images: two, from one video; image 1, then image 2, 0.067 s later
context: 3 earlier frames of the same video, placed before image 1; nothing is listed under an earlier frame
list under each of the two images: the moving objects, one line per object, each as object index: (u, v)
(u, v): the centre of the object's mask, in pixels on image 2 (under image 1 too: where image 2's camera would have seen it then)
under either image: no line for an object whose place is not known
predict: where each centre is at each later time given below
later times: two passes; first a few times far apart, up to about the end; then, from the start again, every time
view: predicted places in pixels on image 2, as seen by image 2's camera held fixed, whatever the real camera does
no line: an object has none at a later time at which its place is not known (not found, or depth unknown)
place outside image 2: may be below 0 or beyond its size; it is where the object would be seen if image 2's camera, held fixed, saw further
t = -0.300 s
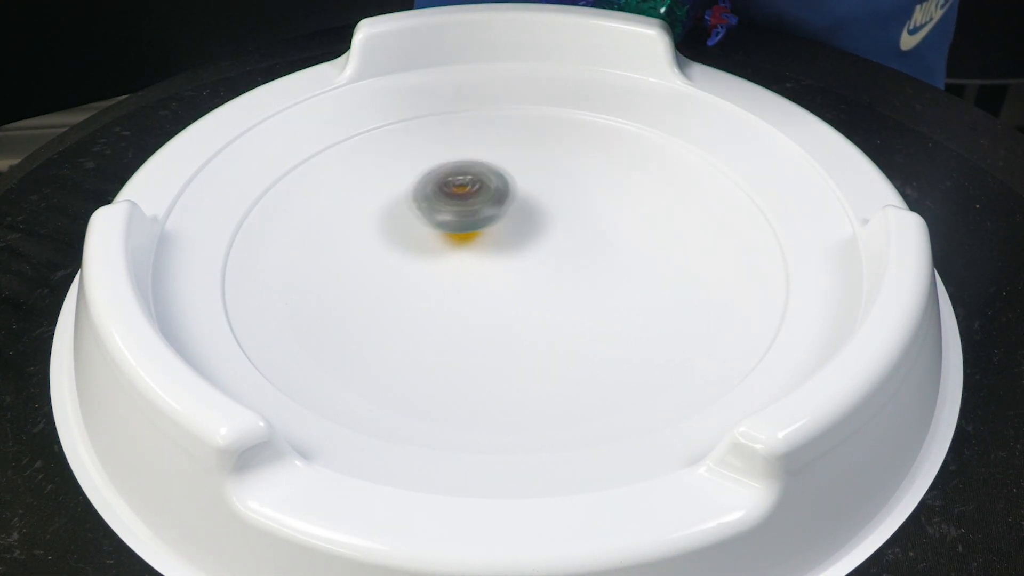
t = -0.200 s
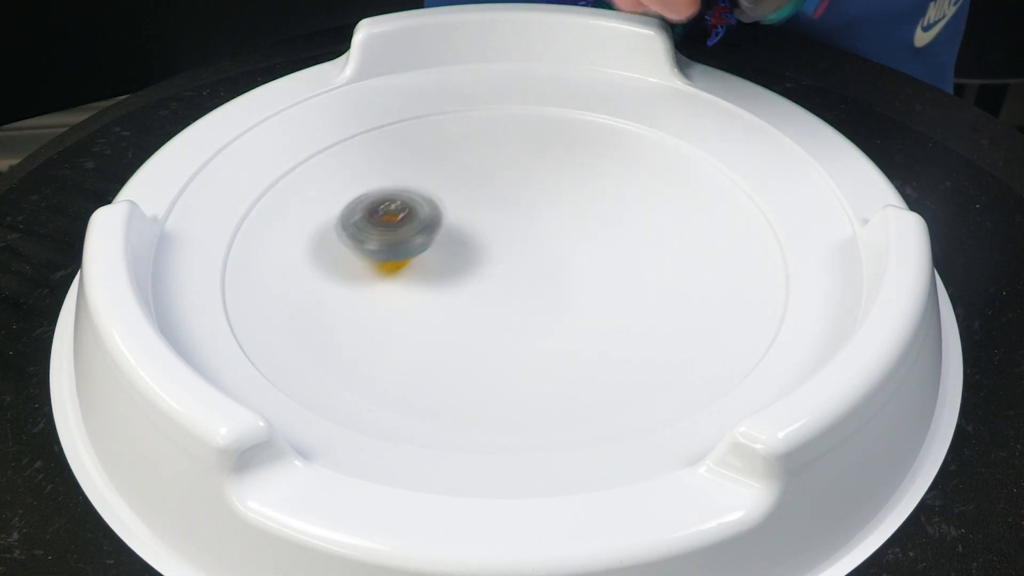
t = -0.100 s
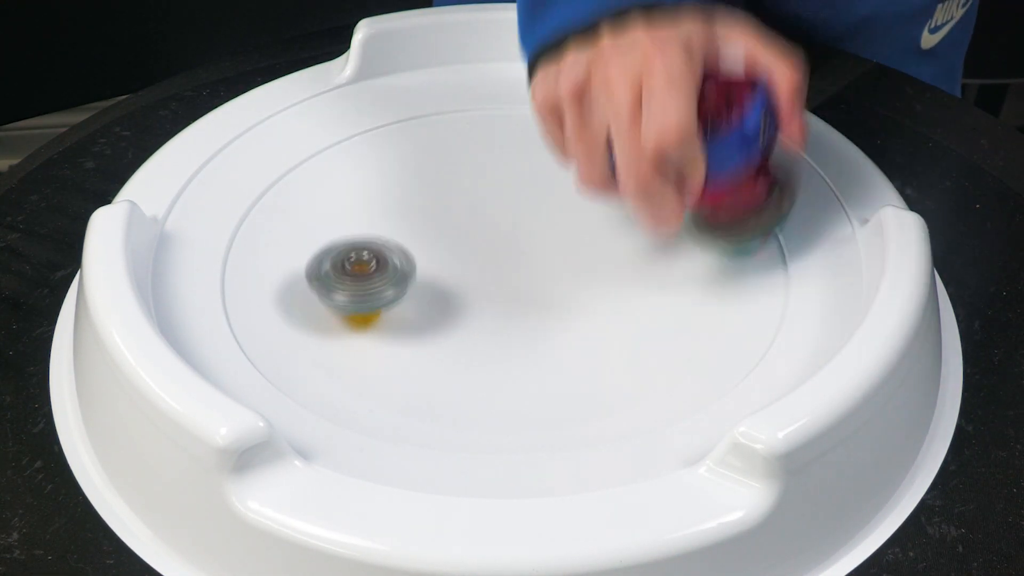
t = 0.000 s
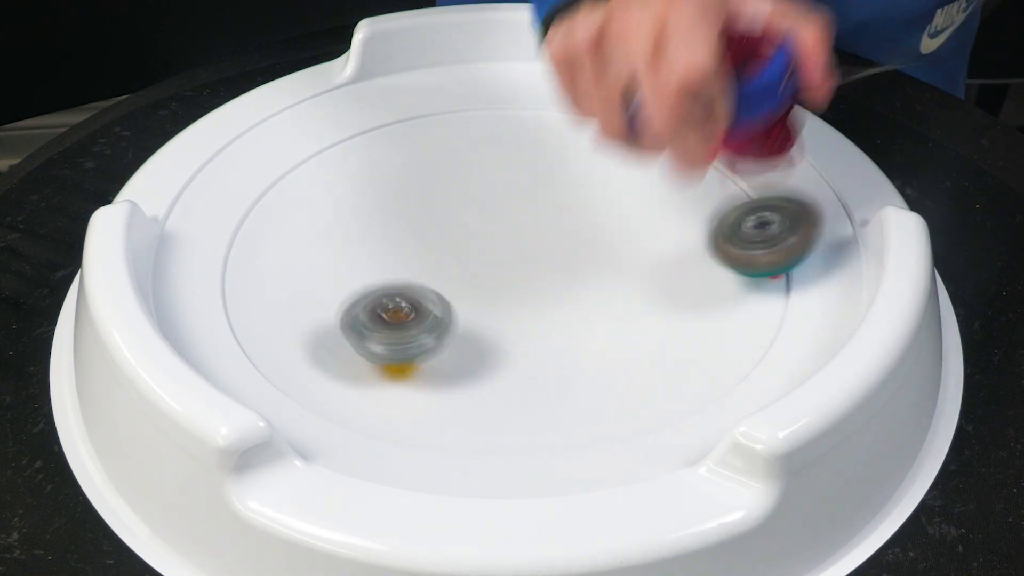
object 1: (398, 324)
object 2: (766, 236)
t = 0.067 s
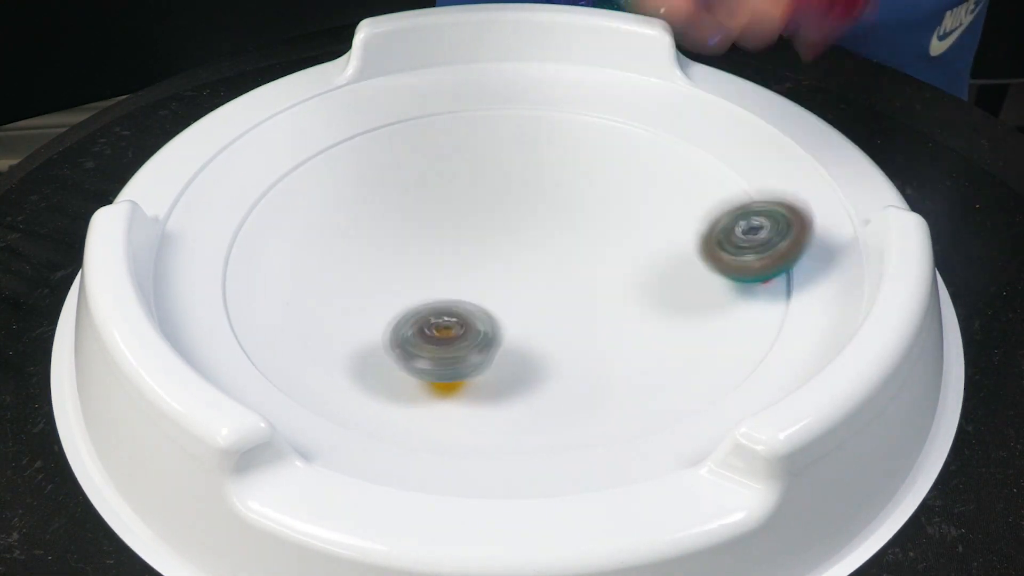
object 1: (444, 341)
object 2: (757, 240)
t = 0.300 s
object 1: (588, 310)
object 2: (730, 249)
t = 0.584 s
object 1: (434, 248)
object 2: (575, 228)
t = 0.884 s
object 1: (277, 299)
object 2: (673, 374)
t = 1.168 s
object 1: (491, 356)
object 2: (679, 160)
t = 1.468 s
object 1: (553, 201)
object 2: (209, 293)
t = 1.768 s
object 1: (366, 157)
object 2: (694, 274)
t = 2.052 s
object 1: (411, 275)
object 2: (349, 99)
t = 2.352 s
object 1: (566, 218)
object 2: (430, 327)
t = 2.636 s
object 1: (495, 167)
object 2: (606, 84)
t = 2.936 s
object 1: (503, 267)
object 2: (305, 226)
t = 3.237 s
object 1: (716, 217)
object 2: (703, 294)
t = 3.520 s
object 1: (525, 115)
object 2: (632, 224)
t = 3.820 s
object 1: (425, 257)
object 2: (412, 383)
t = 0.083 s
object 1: (459, 341)
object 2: (750, 241)
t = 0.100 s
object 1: (474, 344)
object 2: (744, 243)
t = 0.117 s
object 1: (488, 344)
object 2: (738, 245)
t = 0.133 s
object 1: (503, 345)
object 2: (733, 247)
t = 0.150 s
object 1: (518, 345)
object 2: (729, 249)
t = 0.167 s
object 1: (534, 344)
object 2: (725, 253)
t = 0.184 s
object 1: (550, 341)
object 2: (721, 256)
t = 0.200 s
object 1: (565, 337)
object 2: (717, 259)
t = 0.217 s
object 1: (577, 333)
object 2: (713, 261)
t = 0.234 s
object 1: (590, 327)
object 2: (709, 263)
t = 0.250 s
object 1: (603, 320)
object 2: (705, 265)
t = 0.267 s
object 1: (605, 316)
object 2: (708, 263)
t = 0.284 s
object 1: (597, 311)
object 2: (719, 257)
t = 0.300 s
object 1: (588, 310)
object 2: (730, 249)
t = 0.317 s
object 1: (580, 306)
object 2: (741, 245)
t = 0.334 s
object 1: (571, 302)
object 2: (748, 238)
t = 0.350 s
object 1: (563, 300)
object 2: (753, 233)
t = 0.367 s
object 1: (556, 295)
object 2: (756, 227)
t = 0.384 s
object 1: (549, 291)
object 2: (754, 221)
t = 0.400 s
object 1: (543, 288)
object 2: (750, 216)
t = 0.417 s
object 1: (537, 283)
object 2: (743, 212)
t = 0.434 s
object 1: (533, 279)
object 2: (732, 208)
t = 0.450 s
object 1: (527, 275)
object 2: (720, 205)
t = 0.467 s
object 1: (521, 270)
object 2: (705, 204)
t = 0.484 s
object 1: (515, 266)
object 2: (687, 205)
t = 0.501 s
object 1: (508, 262)
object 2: (666, 207)
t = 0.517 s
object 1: (501, 258)
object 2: (642, 211)
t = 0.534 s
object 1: (493, 255)
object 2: (619, 215)
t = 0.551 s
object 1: (485, 252)
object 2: (592, 221)
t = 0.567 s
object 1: (460, 249)
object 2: (581, 225)
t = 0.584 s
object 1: (434, 248)
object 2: (575, 228)
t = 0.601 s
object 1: (411, 246)
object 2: (569, 233)
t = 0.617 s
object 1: (390, 244)
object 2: (562, 240)
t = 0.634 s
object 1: (371, 243)
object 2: (556, 248)
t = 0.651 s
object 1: (353, 241)
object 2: (550, 257)
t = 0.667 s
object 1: (339, 240)
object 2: (545, 268)
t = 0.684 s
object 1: (325, 240)
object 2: (541, 279)
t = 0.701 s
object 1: (314, 241)
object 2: (539, 290)
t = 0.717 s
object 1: (304, 243)
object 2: (540, 302)
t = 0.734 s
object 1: (296, 246)
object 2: (542, 313)
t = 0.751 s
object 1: (290, 250)
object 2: (546, 325)
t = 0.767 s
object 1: (285, 255)
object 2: (553, 334)
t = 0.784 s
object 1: (281, 260)
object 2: (562, 345)
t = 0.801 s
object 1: (277, 265)
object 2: (574, 353)
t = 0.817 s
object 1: (275, 272)
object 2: (590, 360)
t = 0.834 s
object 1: (274, 278)
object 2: (607, 366)
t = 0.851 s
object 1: (273, 285)
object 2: (628, 372)
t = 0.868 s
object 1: (274, 292)
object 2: (650, 375)
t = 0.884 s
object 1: (277, 299)
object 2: (673, 374)
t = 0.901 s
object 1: (281, 305)
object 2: (685, 358)
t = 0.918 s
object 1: (287, 311)
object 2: (695, 349)
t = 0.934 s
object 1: (295, 318)
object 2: (704, 345)
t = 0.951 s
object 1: (304, 325)
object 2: (715, 335)
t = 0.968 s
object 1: (313, 332)
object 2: (727, 325)
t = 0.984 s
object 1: (323, 338)
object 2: (738, 313)
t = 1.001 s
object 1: (336, 344)
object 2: (751, 302)
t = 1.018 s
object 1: (347, 348)
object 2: (762, 287)
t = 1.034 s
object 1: (361, 353)
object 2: (770, 271)
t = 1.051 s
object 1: (373, 356)
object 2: (774, 254)
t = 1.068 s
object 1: (388, 359)
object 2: (773, 237)
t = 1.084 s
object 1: (403, 362)
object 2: (768, 220)
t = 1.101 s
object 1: (419, 363)
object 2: (757, 205)
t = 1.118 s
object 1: (437, 363)
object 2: (743, 191)
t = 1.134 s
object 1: (455, 362)
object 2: (725, 178)
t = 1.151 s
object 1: (473, 359)
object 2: (704, 168)
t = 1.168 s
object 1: (491, 356)
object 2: (679, 160)
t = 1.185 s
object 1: (508, 350)
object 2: (654, 153)
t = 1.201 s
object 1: (525, 345)
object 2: (624, 148)
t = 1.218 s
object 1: (540, 336)
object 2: (593, 144)
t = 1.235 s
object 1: (553, 328)
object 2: (560, 143)
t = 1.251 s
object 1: (564, 317)
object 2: (527, 143)
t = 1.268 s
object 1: (573, 310)
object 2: (490, 144)
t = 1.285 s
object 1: (581, 299)
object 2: (454, 147)
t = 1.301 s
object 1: (586, 289)
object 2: (419, 151)
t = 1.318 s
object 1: (590, 277)
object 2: (385, 158)
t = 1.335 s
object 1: (592, 269)
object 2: (349, 166)
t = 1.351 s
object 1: (591, 259)
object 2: (315, 175)
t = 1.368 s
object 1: (590, 249)
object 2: (283, 185)
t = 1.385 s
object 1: (586, 240)
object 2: (252, 198)
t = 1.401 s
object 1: (582, 233)
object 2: (224, 212)
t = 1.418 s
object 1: (576, 224)
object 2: (216, 224)
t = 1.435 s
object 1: (569, 216)
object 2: (209, 243)
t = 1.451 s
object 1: (561, 209)
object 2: (196, 271)
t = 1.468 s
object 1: (553, 201)
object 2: (209, 293)
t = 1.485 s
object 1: (543, 194)
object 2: (228, 323)
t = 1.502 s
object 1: (534, 188)
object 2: (247, 341)
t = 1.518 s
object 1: (523, 181)
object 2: (278, 362)
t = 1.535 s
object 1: (513, 174)
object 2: (314, 385)
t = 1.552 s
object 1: (501, 167)
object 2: (355, 403)
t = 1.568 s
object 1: (490, 161)
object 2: (397, 416)
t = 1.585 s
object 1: (478, 156)
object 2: (447, 428)
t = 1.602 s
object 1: (467, 151)
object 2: (500, 436)
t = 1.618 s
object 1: (456, 147)
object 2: (554, 441)
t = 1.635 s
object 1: (445, 145)
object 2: (608, 435)
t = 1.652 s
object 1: (434, 143)
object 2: (661, 423)
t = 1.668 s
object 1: (421, 142)
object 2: (676, 387)
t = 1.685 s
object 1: (410, 141)
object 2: (680, 353)
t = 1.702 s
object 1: (400, 142)
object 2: (684, 325)
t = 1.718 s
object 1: (391, 145)
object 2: (689, 305)
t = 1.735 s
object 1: (382, 148)
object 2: (692, 289)
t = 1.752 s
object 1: (373, 151)
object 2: (694, 279)
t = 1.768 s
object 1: (366, 157)
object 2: (694, 274)
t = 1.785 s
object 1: (358, 161)
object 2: (695, 273)
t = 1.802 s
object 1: (351, 167)
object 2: (683, 254)
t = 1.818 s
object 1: (345, 174)
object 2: (666, 228)
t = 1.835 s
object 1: (342, 180)
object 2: (650, 210)
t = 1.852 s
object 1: (340, 187)
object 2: (635, 196)
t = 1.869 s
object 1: (339, 194)
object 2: (619, 187)
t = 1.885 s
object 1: (339, 202)
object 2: (598, 169)
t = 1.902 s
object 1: (341, 209)
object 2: (575, 153)
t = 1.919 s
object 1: (344, 217)
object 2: (555, 143)
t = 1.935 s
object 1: (348, 226)
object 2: (532, 132)
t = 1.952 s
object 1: (354, 234)
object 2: (508, 119)
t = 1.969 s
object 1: (361, 242)
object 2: (482, 112)
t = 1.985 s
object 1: (369, 250)
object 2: (453, 103)
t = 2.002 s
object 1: (377, 257)
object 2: (427, 96)
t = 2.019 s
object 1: (388, 265)
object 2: (397, 90)
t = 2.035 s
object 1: (399, 271)
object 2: (374, 91)
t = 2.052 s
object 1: (411, 275)
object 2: (349, 99)
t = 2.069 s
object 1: (422, 278)
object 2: (324, 110)
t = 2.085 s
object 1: (434, 280)
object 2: (298, 123)
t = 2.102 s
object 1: (446, 281)
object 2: (271, 129)
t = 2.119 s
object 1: (458, 282)
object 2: (243, 138)
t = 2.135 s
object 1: (471, 281)
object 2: (208, 141)
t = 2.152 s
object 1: (485, 281)
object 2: (188, 150)
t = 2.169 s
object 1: (497, 277)
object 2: (180, 165)
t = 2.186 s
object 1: (508, 274)
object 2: (176, 182)
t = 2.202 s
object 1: (519, 271)
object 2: (197, 193)
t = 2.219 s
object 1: (527, 267)
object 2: (217, 206)
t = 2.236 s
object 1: (534, 262)
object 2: (239, 223)
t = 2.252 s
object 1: (542, 256)
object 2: (263, 246)
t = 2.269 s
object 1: (548, 251)
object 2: (292, 282)
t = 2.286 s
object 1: (553, 244)
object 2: (318, 302)
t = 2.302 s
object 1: (558, 238)
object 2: (345, 301)
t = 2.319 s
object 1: (562, 232)
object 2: (374, 307)
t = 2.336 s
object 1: (564, 225)
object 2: (402, 318)
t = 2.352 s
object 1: (566, 218)
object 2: (430, 327)
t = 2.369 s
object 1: (567, 213)
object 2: (459, 320)
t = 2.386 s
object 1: (568, 206)
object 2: (488, 319)
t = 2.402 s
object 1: (569, 200)
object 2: (515, 317)
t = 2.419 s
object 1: (568, 194)
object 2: (542, 305)
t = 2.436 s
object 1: (567, 190)
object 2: (566, 298)
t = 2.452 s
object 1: (564, 184)
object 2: (587, 282)
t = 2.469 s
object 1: (561, 179)
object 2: (604, 269)
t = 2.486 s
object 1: (557, 176)
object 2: (620, 251)
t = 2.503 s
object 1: (552, 172)
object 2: (630, 233)
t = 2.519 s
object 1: (547, 168)
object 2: (638, 215)
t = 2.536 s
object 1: (542, 167)
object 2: (643, 197)
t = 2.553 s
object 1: (535, 165)
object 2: (644, 175)
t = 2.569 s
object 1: (528, 163)
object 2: (643, 157)
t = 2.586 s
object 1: (520, 162)
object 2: (638, 137)
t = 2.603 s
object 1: (512, 163)
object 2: (632, 119)
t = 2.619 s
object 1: (504, 163)
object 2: (622, 100)
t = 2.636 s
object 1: (495, 167)
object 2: (606, 84)
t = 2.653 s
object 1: (489, 169)
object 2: (583, 77)
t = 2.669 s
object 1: (483, 173)
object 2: (558, 74)
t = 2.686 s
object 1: (477, 175)
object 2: (535, 77)
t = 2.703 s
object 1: (473, 179)
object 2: (509, 81)
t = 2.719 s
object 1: (469, 183)
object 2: (485, 82)
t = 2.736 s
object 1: (466, 188)
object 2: (460, 86)
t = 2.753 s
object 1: (463, 193)
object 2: (436, 87)
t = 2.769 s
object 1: (461, 198)
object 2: (413, 93)
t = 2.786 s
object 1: (461, 205)
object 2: (390, 101)
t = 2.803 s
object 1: (461, 212)
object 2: (367, 107)
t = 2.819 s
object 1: (463, 219)
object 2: (348, 113)
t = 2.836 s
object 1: (465, 226)
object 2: (331, 126)
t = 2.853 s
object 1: (469, 234)
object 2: (316, 140)
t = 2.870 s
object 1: (474, 242)
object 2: (305, 155)
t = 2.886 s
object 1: (481, 249)
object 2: (298, 174)
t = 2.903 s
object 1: (488, 256)
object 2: (296, 189)
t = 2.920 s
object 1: (495, 262)
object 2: (298, 206)
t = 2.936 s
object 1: (503, 267)
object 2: (305, 226)
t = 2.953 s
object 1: (510, 272)
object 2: (316, 245)
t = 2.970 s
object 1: (518, 276)
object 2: (335, 264)
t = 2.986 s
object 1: (528, 280)
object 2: (357, 281)
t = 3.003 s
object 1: (536, 282)
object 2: (383, 296)
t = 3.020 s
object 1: (543, 283)
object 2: (416, 308)
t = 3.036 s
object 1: (551, 283)
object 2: (447, 317)
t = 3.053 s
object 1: (564, 281)
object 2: (477, 320)
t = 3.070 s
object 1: (582, 264)
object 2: (497, 325)
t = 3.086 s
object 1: (601, 250)
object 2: (516, 334)
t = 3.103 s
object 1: (621, 240)
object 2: (534, 342)
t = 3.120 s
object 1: (640, 236)
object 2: (554, 343)
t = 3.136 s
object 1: (659, 238)
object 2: (573, 345)
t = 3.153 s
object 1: (672, 236)
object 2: (595, 342)
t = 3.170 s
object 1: (684, 228)
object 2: (618, 337)
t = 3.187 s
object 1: (694, 225)
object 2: (640, 329)
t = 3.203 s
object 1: (704, 223)
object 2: (662, 320)
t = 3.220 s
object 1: (711, 220)
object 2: (683, 308)
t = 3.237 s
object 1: (716, 217)
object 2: (703, 294)
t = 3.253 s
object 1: (721, 210)
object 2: (717, 282)
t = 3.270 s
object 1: (728, 190)
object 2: (725, 281)
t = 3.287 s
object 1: (732, 175)
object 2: (733, 282)
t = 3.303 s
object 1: (736, 160)
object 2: (739, 279)
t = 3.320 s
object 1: (728, 143)
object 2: (743, 277)
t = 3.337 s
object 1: (715, 131)
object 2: (747, 273)
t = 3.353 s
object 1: (701, 122)
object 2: (749, 267)
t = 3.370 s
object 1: (688, 118)
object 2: (749, 260)
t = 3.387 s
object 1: (668, 115)
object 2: (747, 253)
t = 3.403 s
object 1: (648, 113)
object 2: (742, 248)
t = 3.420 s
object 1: (628, 111)
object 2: (734, 242)
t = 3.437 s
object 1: (608, 110)
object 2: (723, 236)
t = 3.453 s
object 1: (588, 110)
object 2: (711, 232)
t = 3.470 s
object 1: (571, 110)
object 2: (692, 228)
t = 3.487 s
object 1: (554, 111)
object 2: (674, 225)
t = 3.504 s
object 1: (540, 113)
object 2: (654, 223)
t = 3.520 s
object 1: (525, 115)
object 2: (632, 224)
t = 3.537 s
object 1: (511, 120)
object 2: (610, 225)
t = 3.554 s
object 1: (498, 124)
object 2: (587, 228)
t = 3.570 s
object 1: (486, 130)
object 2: (565, 232)
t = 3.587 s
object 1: (472, 139)
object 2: (543, 237)
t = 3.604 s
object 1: (461, 146)
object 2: (520, 243)
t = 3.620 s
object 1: (452, 153)
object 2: (499, 250)
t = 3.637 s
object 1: (442, 164)
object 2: (479, 258)
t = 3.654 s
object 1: (433, 173)
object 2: (461, 266)
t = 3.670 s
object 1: (427, 182)
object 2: (444, 275)
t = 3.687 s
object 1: (423, 190)
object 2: (430, 286)
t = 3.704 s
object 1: (418, 201)
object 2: (418, 297)
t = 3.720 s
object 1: (415, 210)
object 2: (408, 308)
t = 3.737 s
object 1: (414, 219)
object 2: (400, 319)
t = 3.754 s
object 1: (414, 228)
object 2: (396, 333)
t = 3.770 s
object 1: (415, 236)
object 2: (395, 345)
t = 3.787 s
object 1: (417, 243)
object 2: (397, 357)
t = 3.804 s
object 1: (420, 250)
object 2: (403, 370)
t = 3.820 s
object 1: (425, 257)
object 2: (412, 383)
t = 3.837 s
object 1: (430, 262)
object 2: (424, 394)
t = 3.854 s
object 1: (435, 268)
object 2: (443, 403)
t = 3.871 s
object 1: (442, 272)
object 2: (469, 399)
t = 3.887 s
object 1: (449, 279)
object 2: (493, 400)
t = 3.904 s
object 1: (455, 285)
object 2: (520, 401)
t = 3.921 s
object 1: (462, 291)
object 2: (543, 398)
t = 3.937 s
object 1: (469, 295)
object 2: (566, 396)
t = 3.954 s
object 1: (477, 300)
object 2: (589, 392)
